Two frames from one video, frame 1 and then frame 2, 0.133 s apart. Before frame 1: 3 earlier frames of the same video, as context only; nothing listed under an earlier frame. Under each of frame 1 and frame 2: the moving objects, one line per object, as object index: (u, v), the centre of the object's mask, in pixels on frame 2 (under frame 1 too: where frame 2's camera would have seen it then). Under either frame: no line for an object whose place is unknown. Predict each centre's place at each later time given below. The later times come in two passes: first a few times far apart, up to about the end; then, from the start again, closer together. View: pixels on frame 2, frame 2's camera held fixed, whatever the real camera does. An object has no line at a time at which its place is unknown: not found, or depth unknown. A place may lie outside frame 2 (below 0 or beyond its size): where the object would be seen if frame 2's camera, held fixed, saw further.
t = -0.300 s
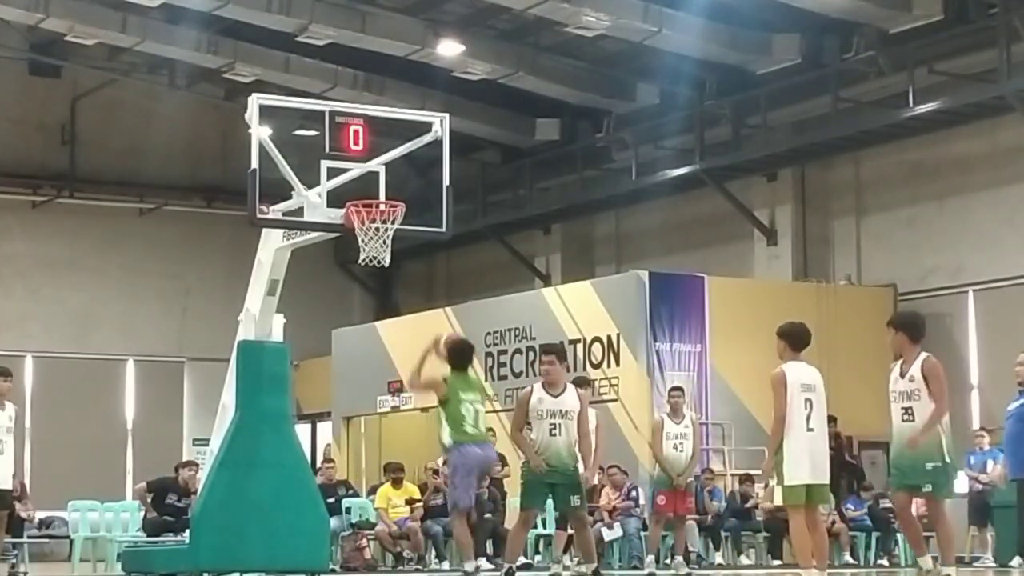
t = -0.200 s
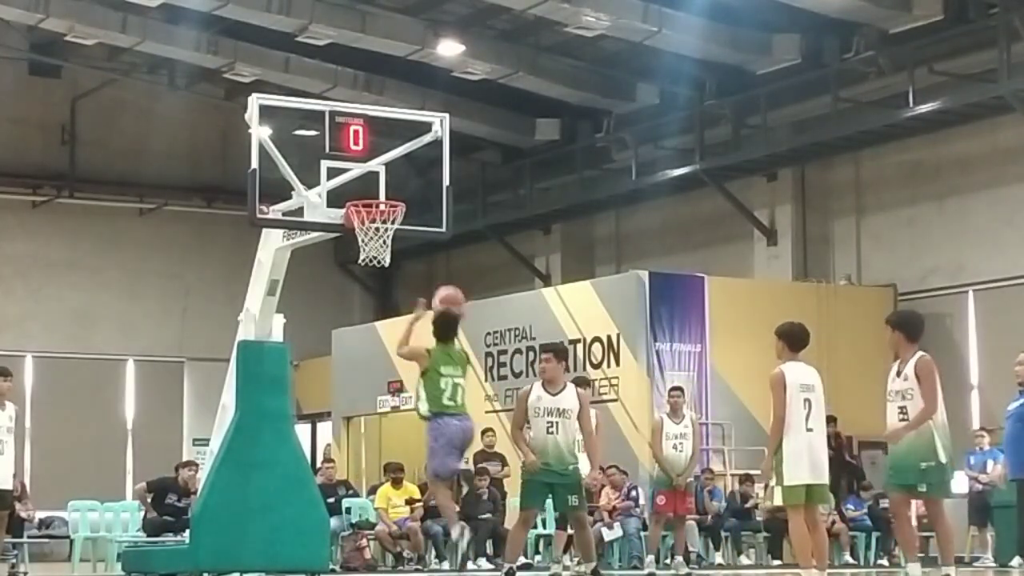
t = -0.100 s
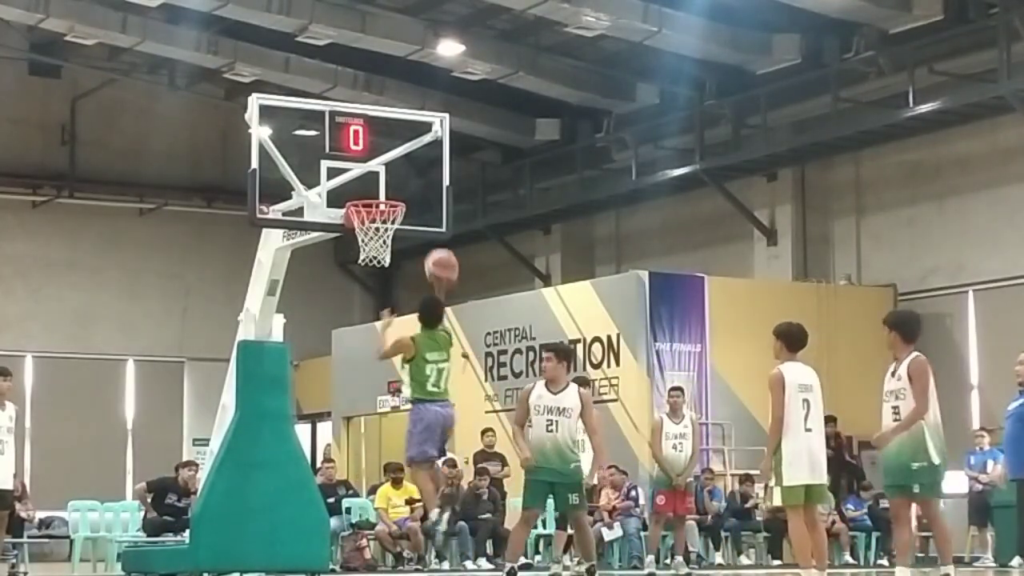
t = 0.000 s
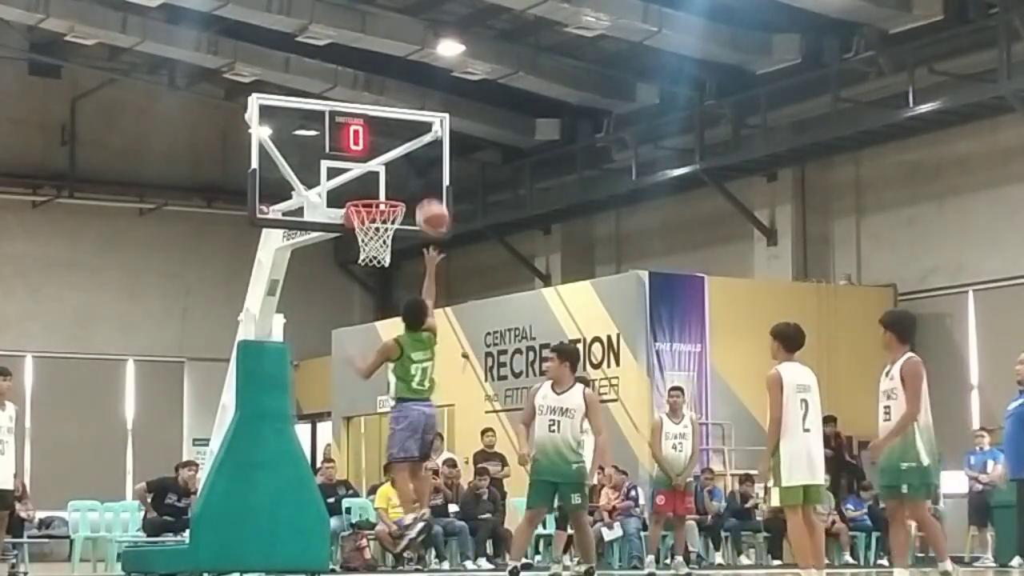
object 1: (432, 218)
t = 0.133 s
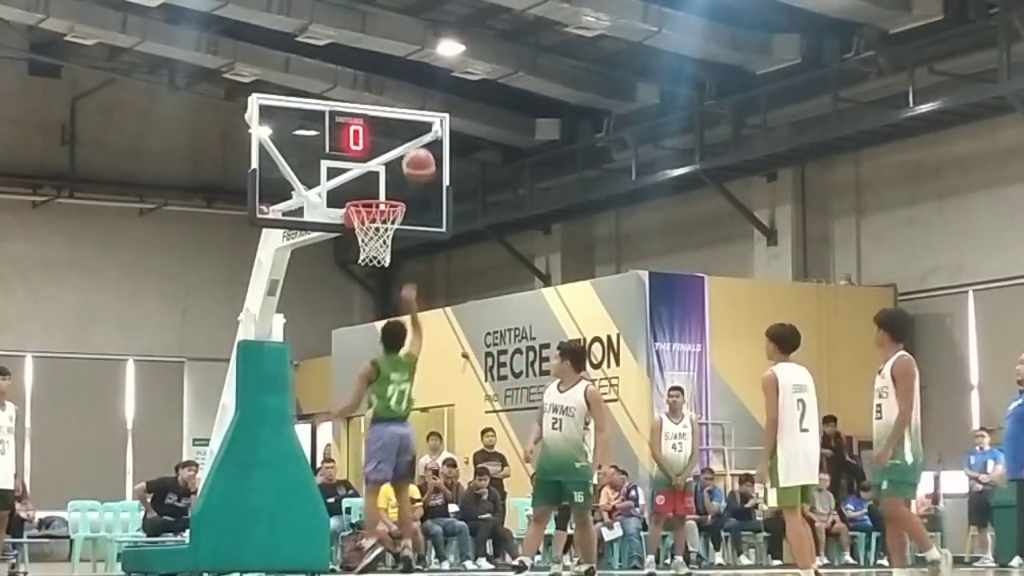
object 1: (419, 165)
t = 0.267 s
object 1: (405, 136)
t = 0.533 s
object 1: (382, 146)
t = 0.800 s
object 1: (370, 222)
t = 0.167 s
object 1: (415, 156)
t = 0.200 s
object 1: (412, 148)
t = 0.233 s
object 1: (408, 141)
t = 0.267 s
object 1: (405, 136)
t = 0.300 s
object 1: (402, 133)
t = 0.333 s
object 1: (399, 130)
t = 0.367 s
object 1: (396, 130)
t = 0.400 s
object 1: (393, 132)
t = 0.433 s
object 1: (390, 133)
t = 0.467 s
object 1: (387, 136)
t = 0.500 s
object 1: (384, 140)
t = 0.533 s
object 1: (382, 146)
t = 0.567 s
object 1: (379, 154)
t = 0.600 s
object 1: (376, 163)
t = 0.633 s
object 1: (373, 173)
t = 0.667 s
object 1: (371, 183)
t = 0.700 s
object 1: (368, 191)
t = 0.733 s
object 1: (367, 201)
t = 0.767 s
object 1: (367, 214)
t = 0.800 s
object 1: (370, 222)
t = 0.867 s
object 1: (382, 241)
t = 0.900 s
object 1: (382, 263)
